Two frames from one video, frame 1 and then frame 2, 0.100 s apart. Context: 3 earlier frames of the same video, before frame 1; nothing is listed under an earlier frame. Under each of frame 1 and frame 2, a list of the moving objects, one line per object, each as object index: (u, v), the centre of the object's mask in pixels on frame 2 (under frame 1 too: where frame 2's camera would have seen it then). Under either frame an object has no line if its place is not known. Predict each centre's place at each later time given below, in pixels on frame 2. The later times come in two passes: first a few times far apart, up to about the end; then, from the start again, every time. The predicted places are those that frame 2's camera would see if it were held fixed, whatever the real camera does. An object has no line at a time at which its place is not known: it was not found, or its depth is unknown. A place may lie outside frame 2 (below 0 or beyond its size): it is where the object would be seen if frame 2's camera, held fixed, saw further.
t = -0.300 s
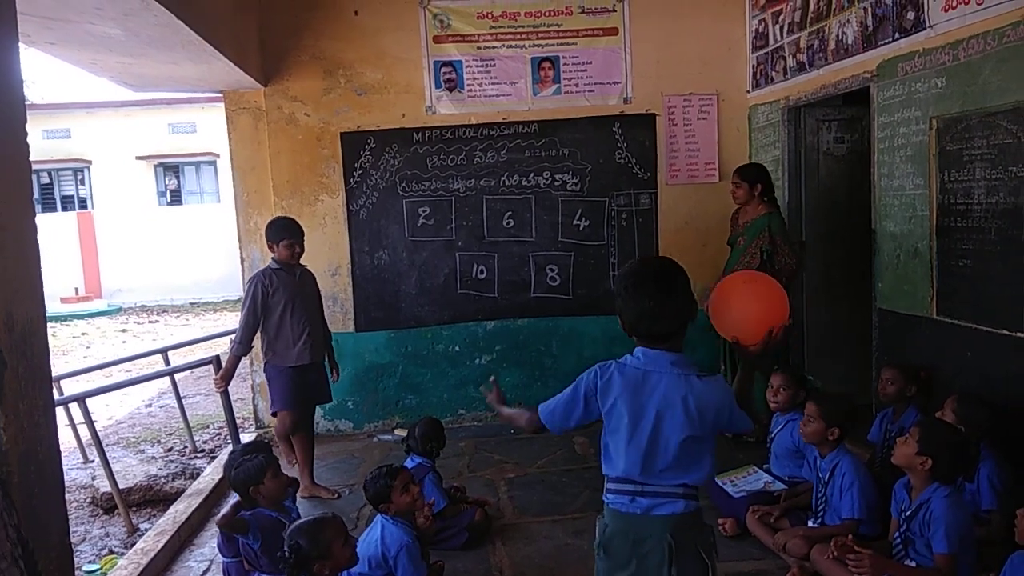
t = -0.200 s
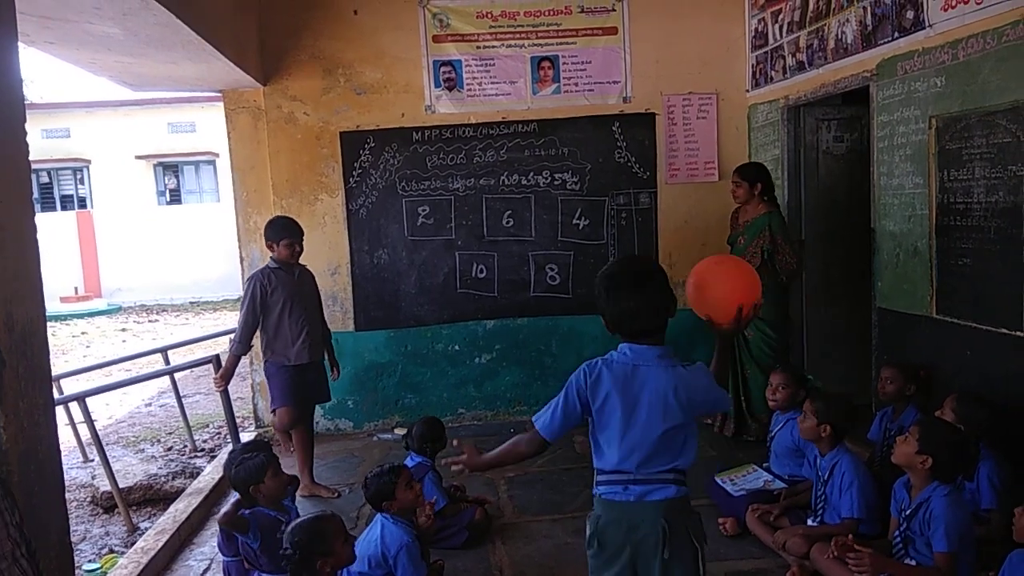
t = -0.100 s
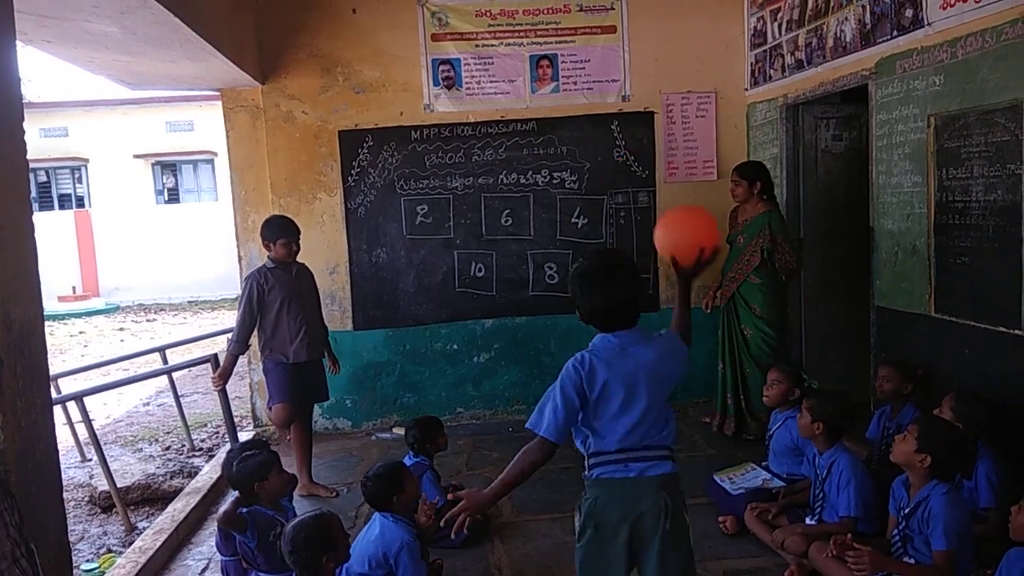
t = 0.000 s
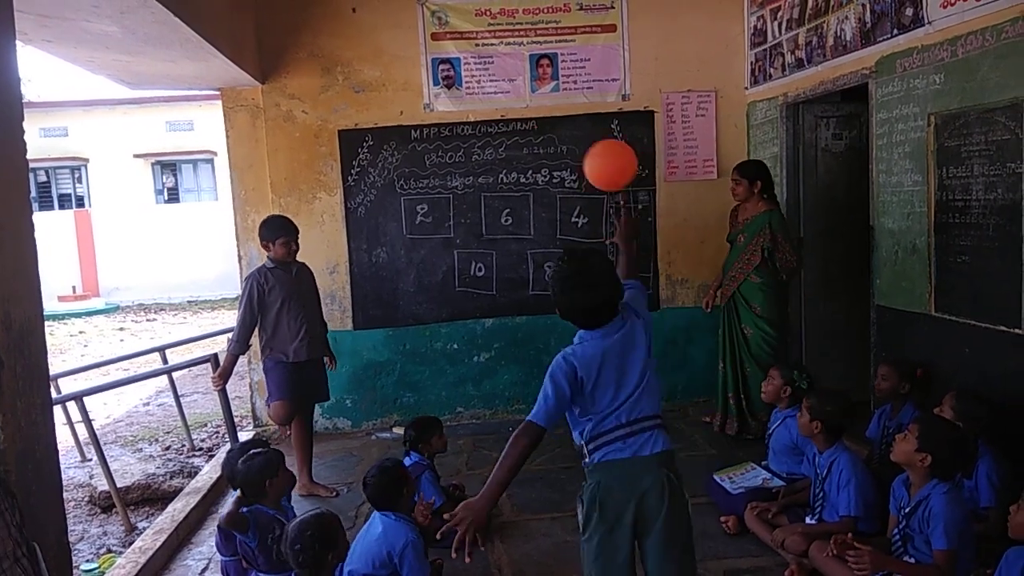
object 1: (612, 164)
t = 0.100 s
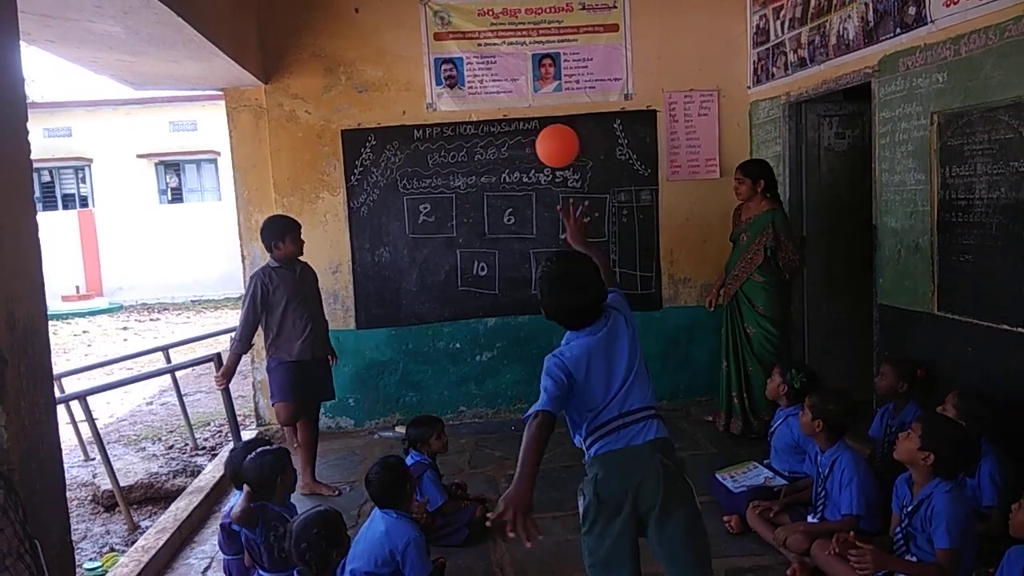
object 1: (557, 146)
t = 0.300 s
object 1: (500, 179)
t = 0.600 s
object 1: (467, 301)
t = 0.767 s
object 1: (459, 422)
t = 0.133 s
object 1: (544, 146)
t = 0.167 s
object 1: (533, 149)
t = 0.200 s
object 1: (524, 153)
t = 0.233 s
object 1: (515, 160)
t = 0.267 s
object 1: (507, 169)
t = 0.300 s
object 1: (500, 179)
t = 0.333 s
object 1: (493, 190)
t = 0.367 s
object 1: (488, 202)
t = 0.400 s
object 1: (483, 215)
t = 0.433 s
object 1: (479, 228)
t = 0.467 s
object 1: (475, 241)
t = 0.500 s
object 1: (473, 253)
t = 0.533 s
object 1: (471, 267)
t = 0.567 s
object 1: (469, 282)
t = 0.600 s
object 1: (467, 301)
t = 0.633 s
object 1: (465, 321)
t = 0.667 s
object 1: (464, 343)
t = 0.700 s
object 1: (462, 367)
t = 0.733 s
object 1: (460, 393)
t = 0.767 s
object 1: (459, 422)
